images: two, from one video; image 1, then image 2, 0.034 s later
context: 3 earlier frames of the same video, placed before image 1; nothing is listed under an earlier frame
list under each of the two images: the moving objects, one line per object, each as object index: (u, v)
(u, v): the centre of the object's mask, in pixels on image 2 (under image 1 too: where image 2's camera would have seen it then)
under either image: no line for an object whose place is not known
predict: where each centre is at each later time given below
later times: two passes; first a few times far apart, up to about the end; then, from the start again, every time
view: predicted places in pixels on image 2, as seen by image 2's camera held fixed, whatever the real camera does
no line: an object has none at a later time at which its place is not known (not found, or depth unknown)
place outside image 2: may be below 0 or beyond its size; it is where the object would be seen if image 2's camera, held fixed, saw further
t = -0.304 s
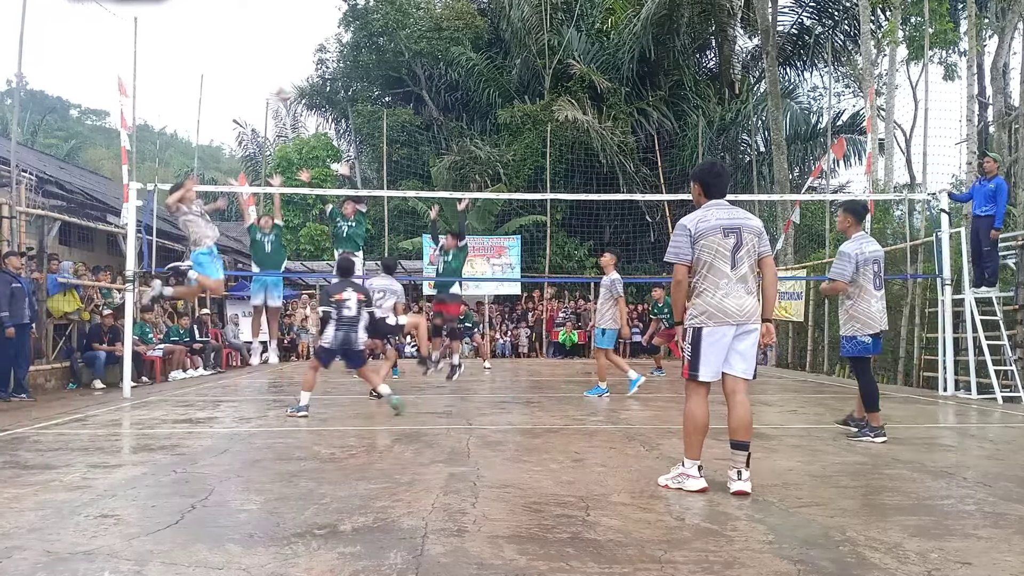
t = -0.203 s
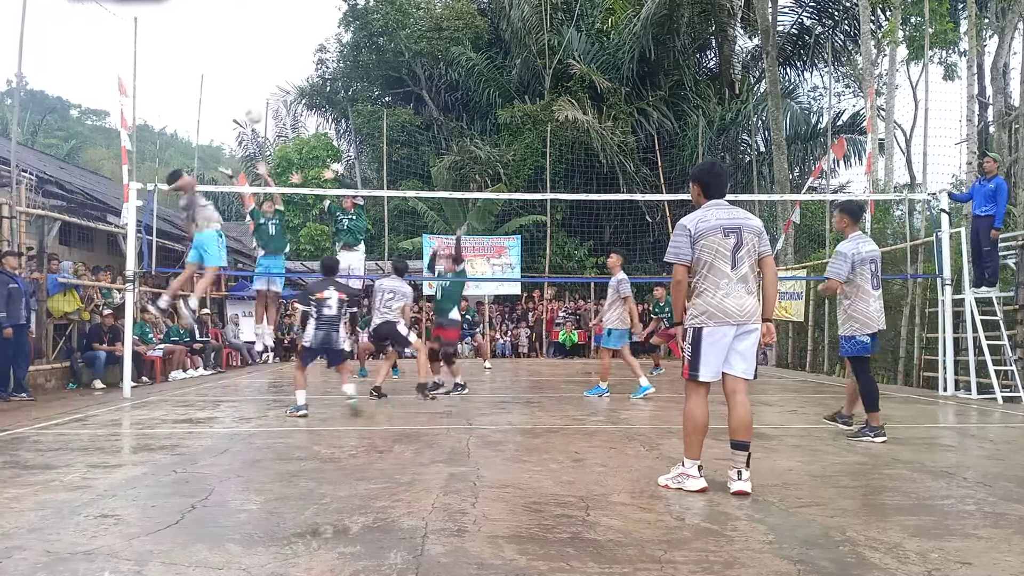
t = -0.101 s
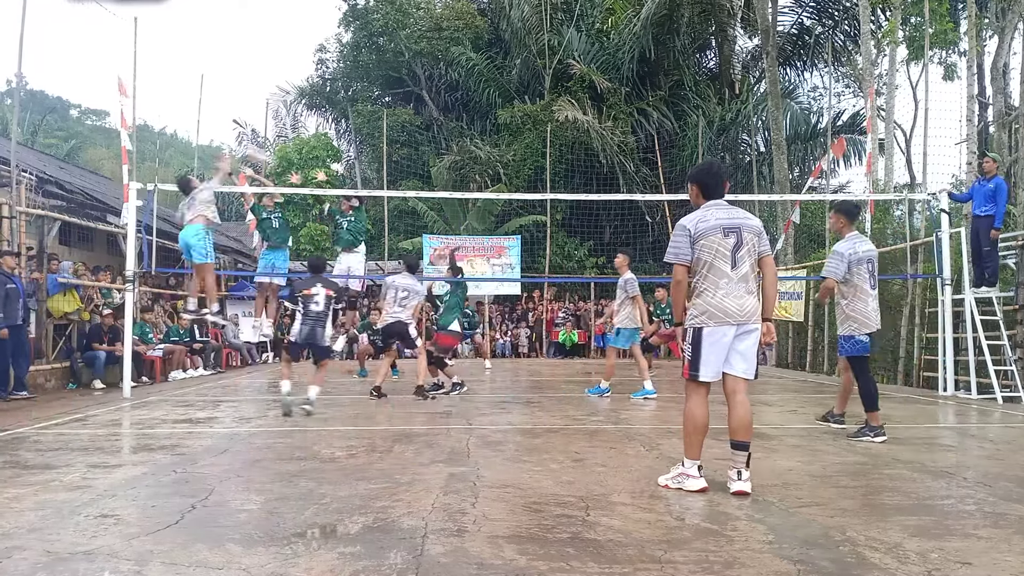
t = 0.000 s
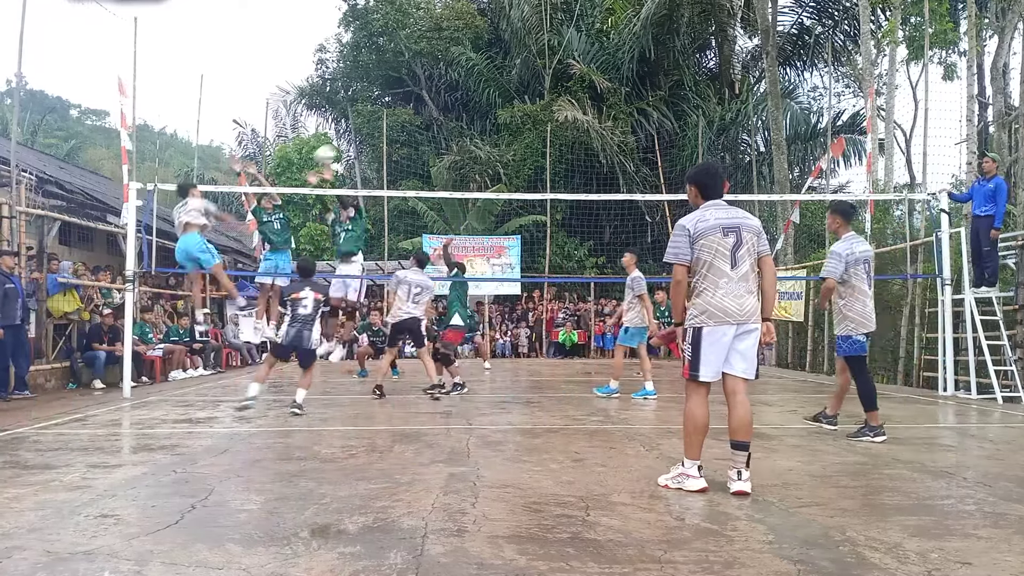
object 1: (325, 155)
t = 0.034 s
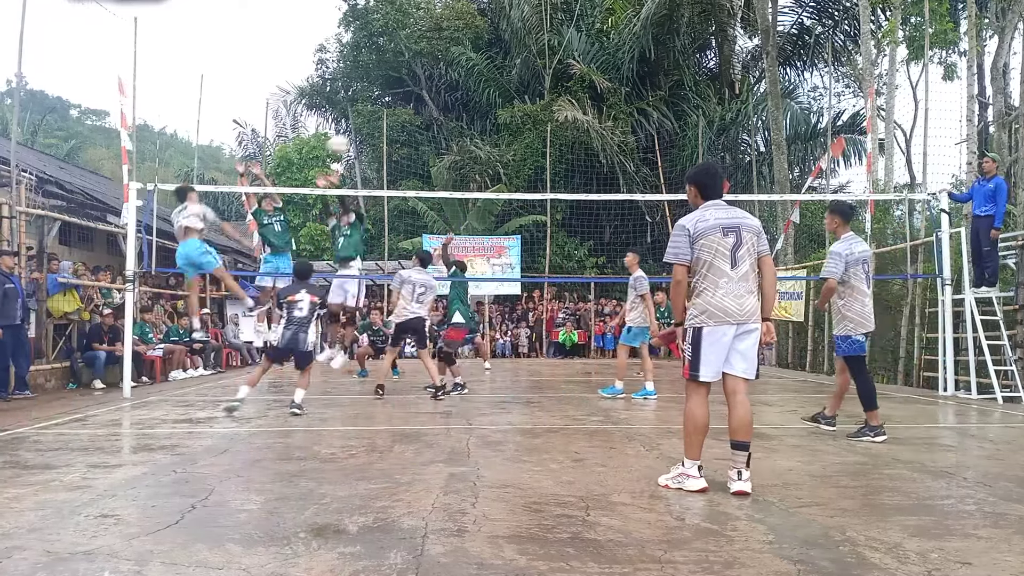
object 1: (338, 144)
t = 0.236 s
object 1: (427, 104)
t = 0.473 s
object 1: (572, 104)
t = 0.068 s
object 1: (351, 135)
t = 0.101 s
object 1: (365, 127)
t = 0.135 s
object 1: (379, 120)
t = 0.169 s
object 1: (395, 113)
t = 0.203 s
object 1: (410, 108)
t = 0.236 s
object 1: (427, 104)
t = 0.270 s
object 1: (445, 100)
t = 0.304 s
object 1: (463, 98)
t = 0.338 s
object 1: (483, 96)
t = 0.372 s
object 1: (503, 95)
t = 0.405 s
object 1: (524, 96)
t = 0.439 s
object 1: (548, 99)
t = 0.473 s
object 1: (572, 104)
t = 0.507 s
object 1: (597, 108)
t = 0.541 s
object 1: (624, 116)
